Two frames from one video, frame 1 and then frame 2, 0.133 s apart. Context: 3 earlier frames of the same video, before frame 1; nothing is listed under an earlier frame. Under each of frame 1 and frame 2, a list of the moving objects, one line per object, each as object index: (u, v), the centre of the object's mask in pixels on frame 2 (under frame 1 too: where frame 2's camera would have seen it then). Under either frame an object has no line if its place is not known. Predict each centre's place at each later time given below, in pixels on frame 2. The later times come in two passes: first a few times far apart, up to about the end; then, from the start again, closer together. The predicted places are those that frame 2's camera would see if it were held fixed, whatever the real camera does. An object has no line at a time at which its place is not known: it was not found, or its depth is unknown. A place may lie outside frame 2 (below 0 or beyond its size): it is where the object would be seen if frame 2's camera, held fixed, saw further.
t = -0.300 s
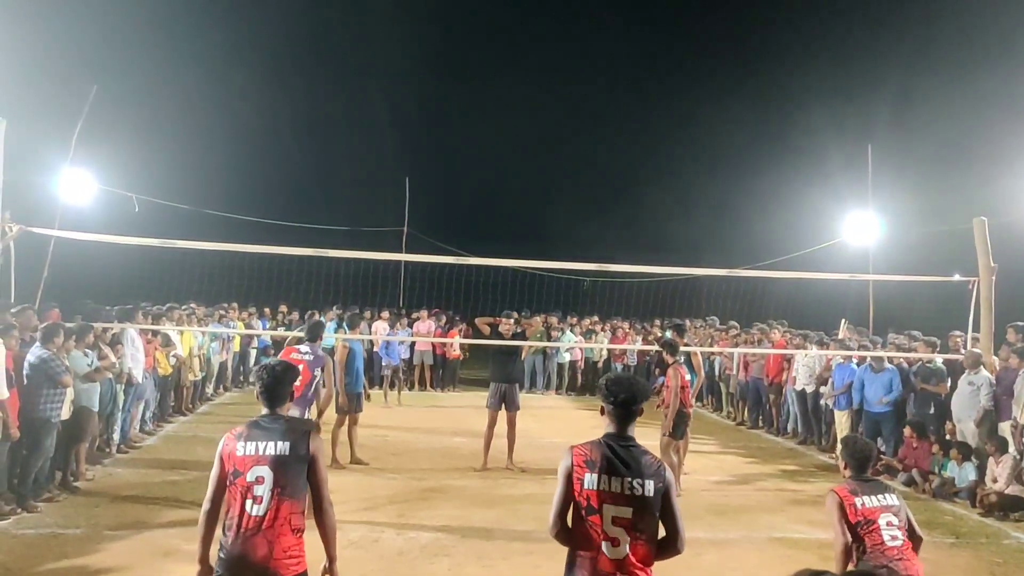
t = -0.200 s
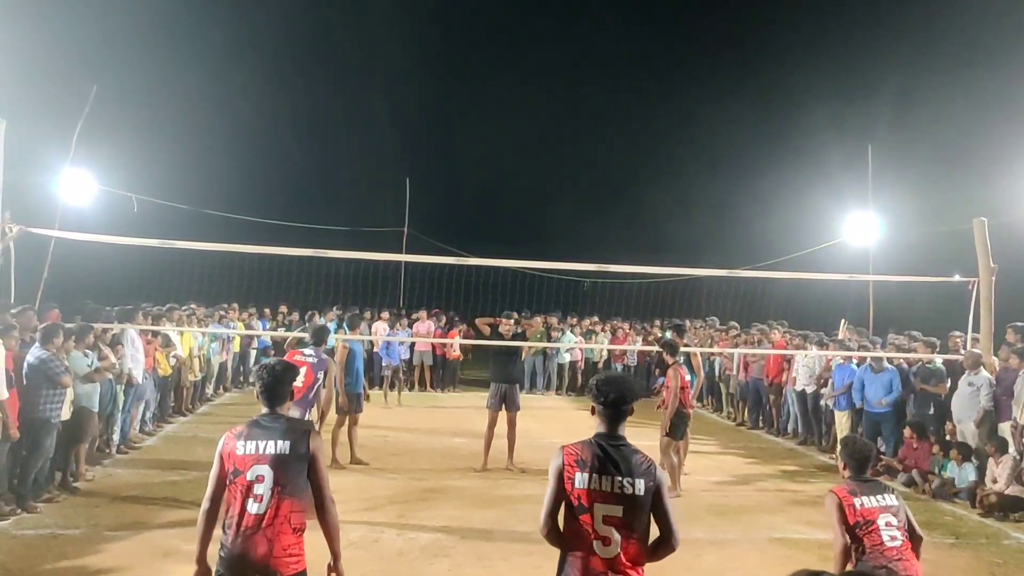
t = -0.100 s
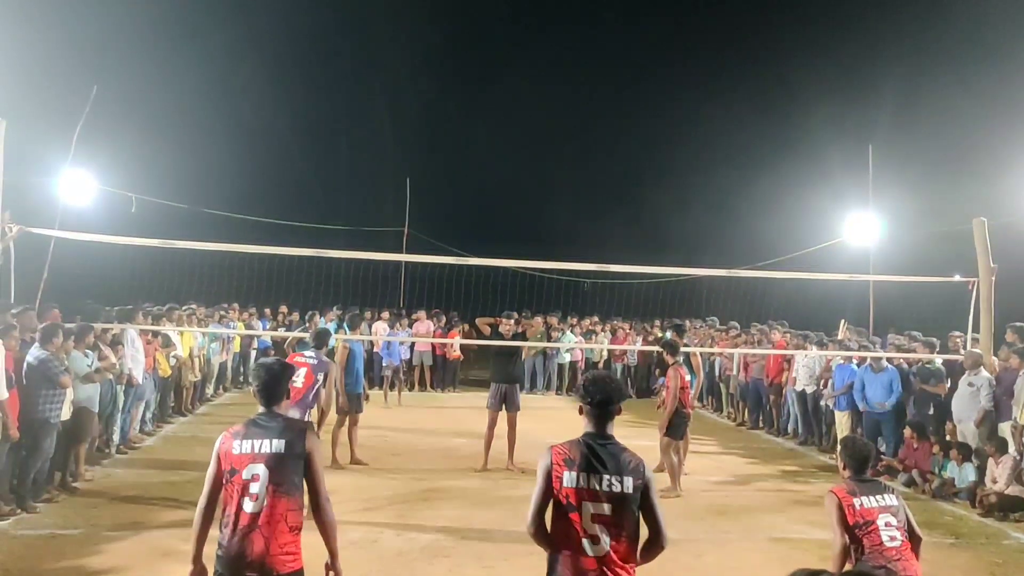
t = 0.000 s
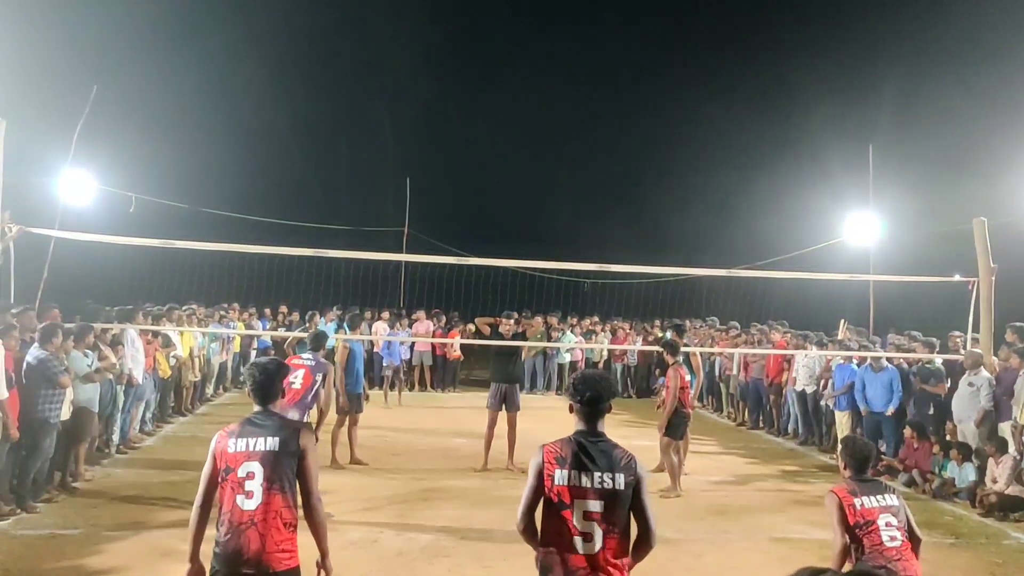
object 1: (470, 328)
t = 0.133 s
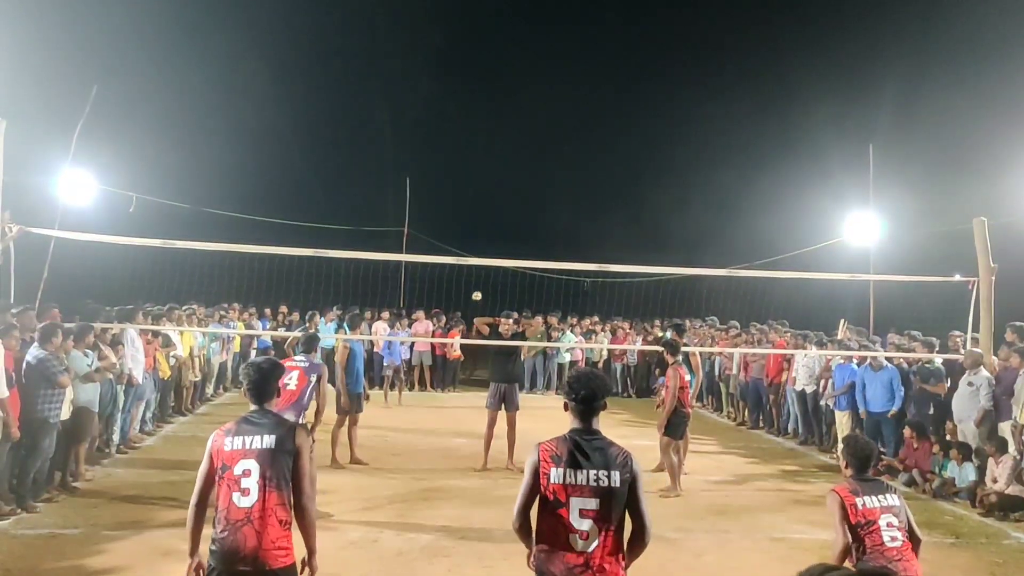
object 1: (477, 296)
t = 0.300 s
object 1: (483, 267)
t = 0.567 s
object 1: (494, 240)
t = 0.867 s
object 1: (505, 247)
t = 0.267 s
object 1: (482, 271)
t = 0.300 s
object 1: (483, 267)
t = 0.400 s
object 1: (488, 252)
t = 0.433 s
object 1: (489, 249)
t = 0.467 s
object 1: (490, 246)
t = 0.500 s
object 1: (492, 243)
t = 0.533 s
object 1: (493, 241)
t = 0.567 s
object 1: (494, 240)
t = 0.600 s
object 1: (495, 239)
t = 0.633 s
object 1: (497, 238)
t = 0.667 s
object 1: (498, 238)
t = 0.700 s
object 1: (499, 238)
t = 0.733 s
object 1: (501, 239)
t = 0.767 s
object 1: (502, 240)
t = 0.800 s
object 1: (503, 242)
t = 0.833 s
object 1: (504, 244)
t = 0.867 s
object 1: (505, 247)
